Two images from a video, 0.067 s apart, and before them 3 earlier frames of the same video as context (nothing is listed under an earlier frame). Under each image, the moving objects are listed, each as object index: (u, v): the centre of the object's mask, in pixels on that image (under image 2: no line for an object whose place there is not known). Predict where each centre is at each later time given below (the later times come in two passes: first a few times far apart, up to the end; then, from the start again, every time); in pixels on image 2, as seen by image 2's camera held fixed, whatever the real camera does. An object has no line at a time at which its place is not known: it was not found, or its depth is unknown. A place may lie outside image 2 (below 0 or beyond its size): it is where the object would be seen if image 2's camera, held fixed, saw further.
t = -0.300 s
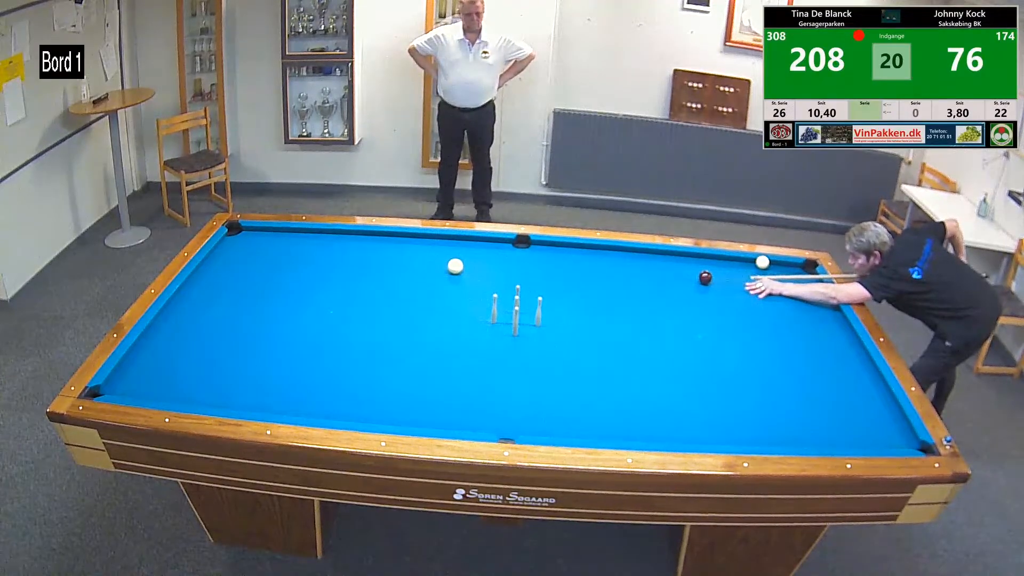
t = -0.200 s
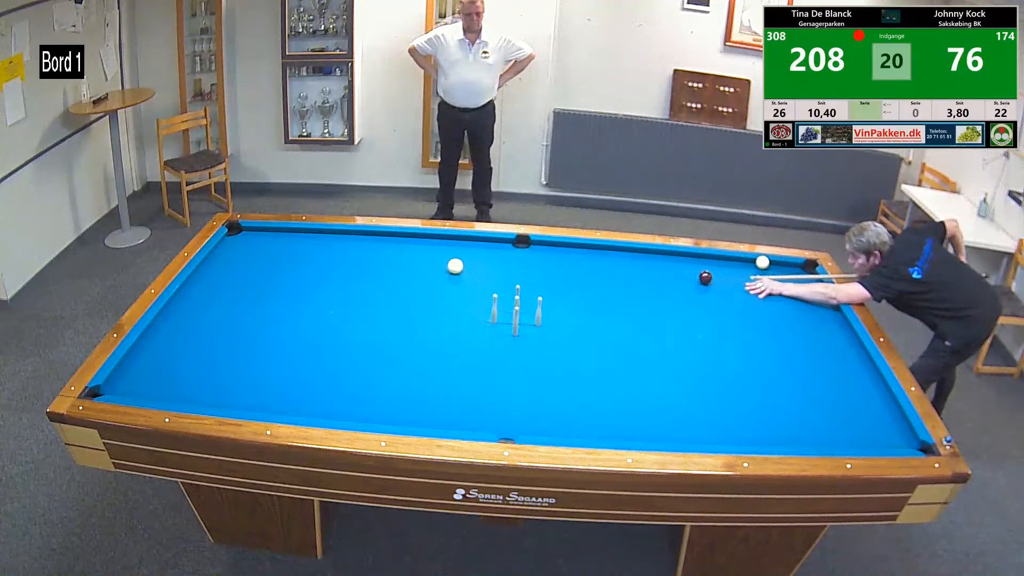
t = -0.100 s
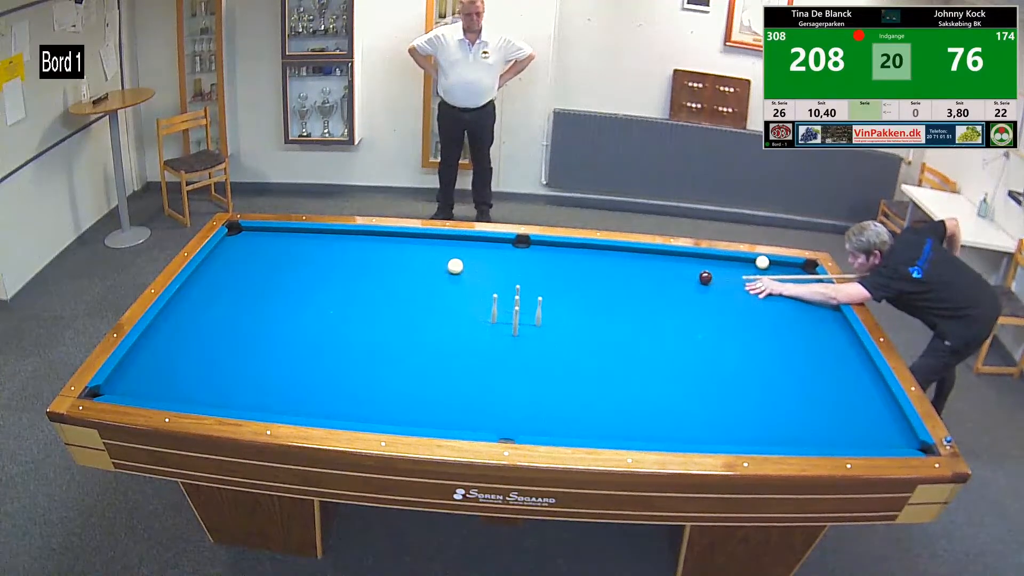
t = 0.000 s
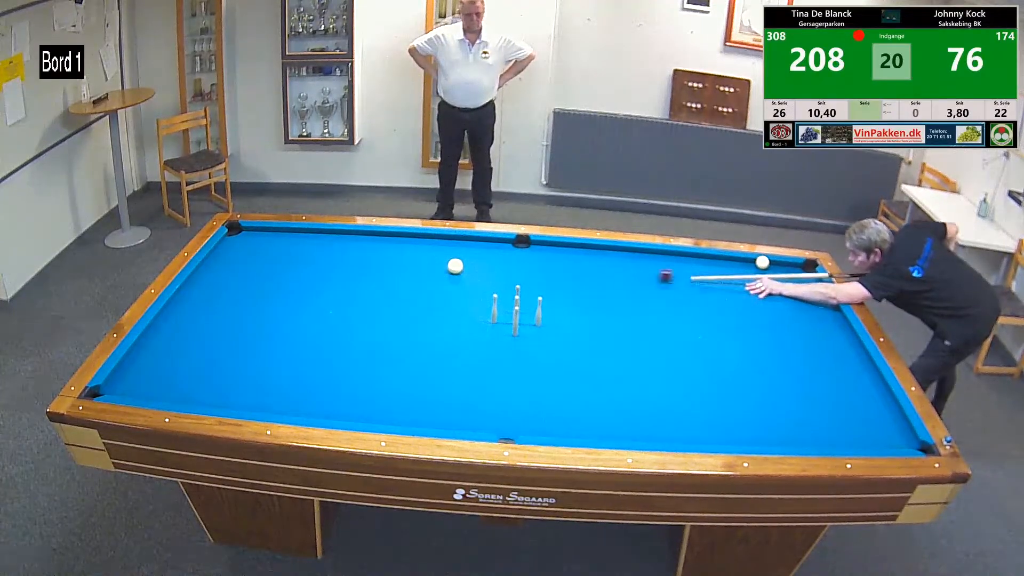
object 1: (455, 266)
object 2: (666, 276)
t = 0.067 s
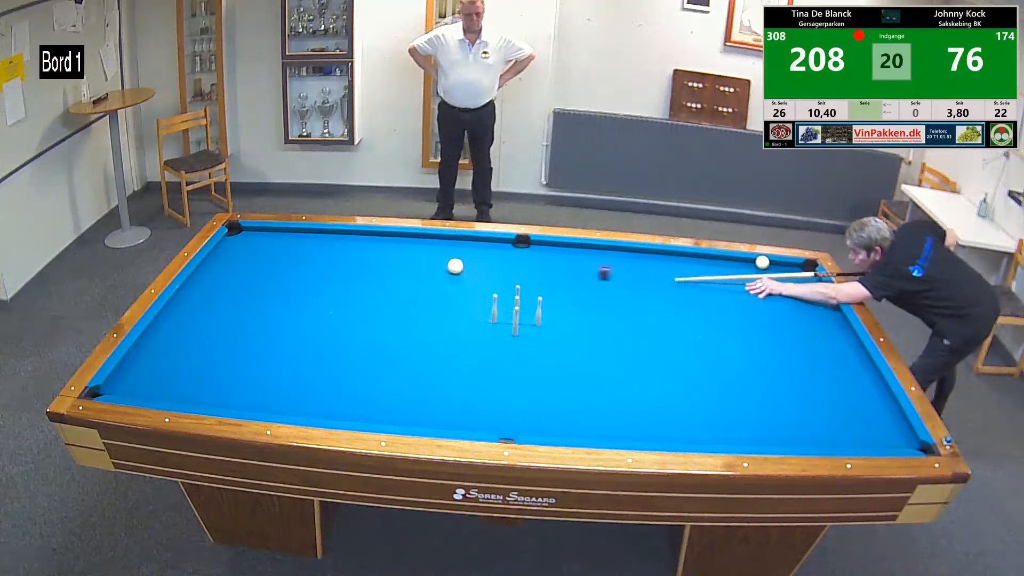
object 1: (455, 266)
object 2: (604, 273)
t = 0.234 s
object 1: (438, 266)
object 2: (469, 267)
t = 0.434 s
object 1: (283, 266)
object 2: (460, 263)
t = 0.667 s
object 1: (240, 272)
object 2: (450, 259)
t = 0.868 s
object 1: (319, 281)
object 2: (442, 255)
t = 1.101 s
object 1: (405, 292)
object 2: (433, 251)
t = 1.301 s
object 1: (484, 301)
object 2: (426, 248)
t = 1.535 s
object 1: (573, 313)
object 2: (419, 245)
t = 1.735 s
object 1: (648, 323)
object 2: (413, 243)
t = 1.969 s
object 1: (731, 334)
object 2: (406, 240)
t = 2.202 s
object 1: (808, 344)
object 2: (400, 238)
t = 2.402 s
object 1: (860, 352)
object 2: (395, 236)
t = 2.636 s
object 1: (817, 350)
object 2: (391, 237)
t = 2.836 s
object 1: (782, 349)
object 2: (387, 238)
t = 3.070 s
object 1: (739, 347)
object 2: (384, 238)
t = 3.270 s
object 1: (702, 346)
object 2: (381, 239)
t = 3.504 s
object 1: (657, 344)
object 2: (379, 239)
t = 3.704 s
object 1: (618, 342)
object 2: (377, 239)
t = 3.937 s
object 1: (573, 340)
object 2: (375, 240)
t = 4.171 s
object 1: (527, 338)
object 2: (374, 240)
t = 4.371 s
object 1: (489, 337)
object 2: (373, 240)
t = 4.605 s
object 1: (445, 335)
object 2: (373, 240)
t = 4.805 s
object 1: (408, 334)
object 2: (373, 240)
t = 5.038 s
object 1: (367, 331)
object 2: (373, 240)
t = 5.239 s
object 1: (333, 330)
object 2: (373, 240)
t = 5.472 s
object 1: (295, 328)
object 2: (373, 240)
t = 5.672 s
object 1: (264, 327)
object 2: (373, 240)
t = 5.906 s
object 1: (230, 325)
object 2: (373, 240)
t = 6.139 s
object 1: (197, 324)
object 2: (373, 240)
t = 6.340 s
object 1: (172, 323)
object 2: (373, 240)
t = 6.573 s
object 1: (165, 323)
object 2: (373, 240)
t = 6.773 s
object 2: (373, 240)
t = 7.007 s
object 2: (374, 238)
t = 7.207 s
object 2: (373, 240)
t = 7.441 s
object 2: (373, 240)
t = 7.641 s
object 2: (373, 240)
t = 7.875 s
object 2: (373, 240)
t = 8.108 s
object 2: (373, 240)
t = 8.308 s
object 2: (373, 240)
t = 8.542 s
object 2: (373, 240)
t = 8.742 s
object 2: (373, 240)
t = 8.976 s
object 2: (373, 240)
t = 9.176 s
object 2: (373, 240)
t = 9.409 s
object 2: (373, 240)
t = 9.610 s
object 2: (373, 240)
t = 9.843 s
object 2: (373, 240)
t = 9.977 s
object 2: (373, 240)
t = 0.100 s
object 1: (455, 266)
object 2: (572, 272)
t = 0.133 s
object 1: (455, 266)
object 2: (543, 270)
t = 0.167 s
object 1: (455, 266)
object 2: (512, 269)
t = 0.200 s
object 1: (455, 266)
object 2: (480, 268)
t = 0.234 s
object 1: (438, 266)
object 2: (469, 267)
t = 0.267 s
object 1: (411, 266)
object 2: (467, 266)
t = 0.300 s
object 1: (383, 266)
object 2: (466, 266)
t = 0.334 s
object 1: (357, 266)
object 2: (464, 265)
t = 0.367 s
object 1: (331, 266)
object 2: (463, 264)
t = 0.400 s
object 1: (306, 266)
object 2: (461, 263)
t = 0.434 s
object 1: (283, 266)
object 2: (460, 263)
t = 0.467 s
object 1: (260, 267)
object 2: (458, 262)
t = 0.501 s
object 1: (239, 267)
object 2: (457, 262)
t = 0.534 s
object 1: (219, 268)
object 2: (455, 261)
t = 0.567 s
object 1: (201, 268)
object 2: (454, 260)
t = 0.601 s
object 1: (213, 269)
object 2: (453, 260)
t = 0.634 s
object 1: (227, 271)
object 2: (451, 259)
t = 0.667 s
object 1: (240, 272)
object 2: (450, 259)
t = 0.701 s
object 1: (254, 274)
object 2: (448, 258)
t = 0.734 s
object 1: (268, 275)
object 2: (447, 257)
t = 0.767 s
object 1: (281, 277)
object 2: (446, 257)
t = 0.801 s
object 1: (294, 278)
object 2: (444, 256)
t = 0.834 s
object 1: (307, 280)
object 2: (443, 256)
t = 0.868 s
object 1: (319, 281)
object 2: (442, 255)
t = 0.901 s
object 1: (331, 283)
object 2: (441, 255)
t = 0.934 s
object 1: (343, 284)
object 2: (439, 254)
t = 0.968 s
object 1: (355, 286)
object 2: (438, 254)
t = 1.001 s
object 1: (367, 287)
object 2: (437, 253)
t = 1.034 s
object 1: (380, 288)
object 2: (436, 252)
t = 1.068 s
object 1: (393, 290)
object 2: (435, 252)
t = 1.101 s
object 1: (405, 292)
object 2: (433, 251)
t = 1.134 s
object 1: (418, 293)
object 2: (432, 251)
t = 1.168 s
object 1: (431, 295)
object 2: (431, 250)
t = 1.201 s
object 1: (444, 297)
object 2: (430, 250)
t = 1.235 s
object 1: (457, 298)
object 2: (429, 249)
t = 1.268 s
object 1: (471, 300)
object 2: (427, 249)
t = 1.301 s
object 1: (484, 301)
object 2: (426, 248)
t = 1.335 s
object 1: (498, 303)
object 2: (425, 248)
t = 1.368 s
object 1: (509, 305)
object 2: (424, 248)
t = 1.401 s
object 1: (524, 306)
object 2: (423, 247)
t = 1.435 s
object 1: (535, 308)
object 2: (422, 247)
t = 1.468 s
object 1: (548, 310)
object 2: (421, 246)
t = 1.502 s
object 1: (560, 311)
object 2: (420, 246)
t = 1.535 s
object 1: (573, 313)
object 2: (419, 245)
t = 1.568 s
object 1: (585, 315)
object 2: (418, 245)
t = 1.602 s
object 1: (598, 316)
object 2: (417, 244)
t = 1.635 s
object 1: (610, 318)
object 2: (416, 244)
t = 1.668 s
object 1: (623, 320)
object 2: (414, 243)
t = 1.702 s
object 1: (635, 321)
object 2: (414, 243)
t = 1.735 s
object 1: (648, 323)
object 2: (413, 243)
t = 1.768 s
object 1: (660, 324)
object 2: (412, 242)
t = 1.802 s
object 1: (672, 326)
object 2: (411, 242)
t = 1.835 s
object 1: (684, 327)
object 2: (410, 241)
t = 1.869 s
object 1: (696, 329)
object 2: (409, 241)
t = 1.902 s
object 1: (707, 331)
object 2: (408, 240)
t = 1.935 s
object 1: (720, 332)
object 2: (407, 240)
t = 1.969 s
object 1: (731, 334)
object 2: (406, 240)
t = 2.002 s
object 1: (742, 336)
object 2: (405, 240)
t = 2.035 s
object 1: (754, 337)
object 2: (404, 239)
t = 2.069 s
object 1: (764, 338)
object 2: (403, 239)
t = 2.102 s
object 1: (776, 340)
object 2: (402, 239)
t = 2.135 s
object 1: (787, 341)
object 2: (402, 238)
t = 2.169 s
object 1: (797, 343)
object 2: (401, 238)
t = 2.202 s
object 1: (808, 344)
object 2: (400, 238)
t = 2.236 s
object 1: (818, 346)
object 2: (399, 237)
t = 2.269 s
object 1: (828, 347)
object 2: (398, 237)
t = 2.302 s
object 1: (838, 349)
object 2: (397, 237)
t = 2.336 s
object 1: (848, 350)
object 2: (397, 236)
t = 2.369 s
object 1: (858, 351)
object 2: (396, 236)
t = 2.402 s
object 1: (860, 352)
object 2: (395, 236)
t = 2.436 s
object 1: (853, 352)
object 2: (395, 236)
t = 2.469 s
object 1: (846, 352)
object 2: (394, 236)
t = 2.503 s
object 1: (839, 351)
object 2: (393, 236)
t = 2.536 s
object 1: (833, 351)
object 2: (393, 237)
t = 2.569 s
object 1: (828, 351)
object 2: (392, 237)
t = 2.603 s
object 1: (822, 350)
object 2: (391, 237)
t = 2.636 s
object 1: (817, 350)
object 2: (391, 237)
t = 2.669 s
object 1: (811, 350)
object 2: (390, 237)
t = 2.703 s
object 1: (805, 350)
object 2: (390, 237)
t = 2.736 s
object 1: (799, 350)
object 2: (389, 237)
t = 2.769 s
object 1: (793, 349)
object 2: (389, 237)
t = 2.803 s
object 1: (787, 349)
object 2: (388, 238)
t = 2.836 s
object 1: (782, 349)
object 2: (387, 238)
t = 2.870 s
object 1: (776, 349)
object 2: (387, 238)
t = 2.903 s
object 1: (769, 348)
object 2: (386, 238)
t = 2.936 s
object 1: (764, 348)
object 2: (386, 238)
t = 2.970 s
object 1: (758, 348)
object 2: (385, 238)
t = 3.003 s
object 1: (751, 348)
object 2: (385, 238)
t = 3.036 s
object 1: (745, 348)
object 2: (384, 238)
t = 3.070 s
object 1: (739, 347)
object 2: (384, 238)
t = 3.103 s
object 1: (733, 347)
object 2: (384, 238)
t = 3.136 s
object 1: (727, 347)
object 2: (383, 238)
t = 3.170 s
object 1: (721, 347)
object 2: (382, 238)
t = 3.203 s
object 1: (714, 346)
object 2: (382, 238)
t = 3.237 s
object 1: (708, 346)
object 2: (382, 238)
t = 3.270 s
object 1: (702, 346)
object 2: (381, 239)
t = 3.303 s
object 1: (695, 346)
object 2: (381, 239)
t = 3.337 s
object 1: (689, 345)
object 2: (381, 239)
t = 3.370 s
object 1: (683, 345)
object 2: (380, 239)
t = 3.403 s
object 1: (676, 345)
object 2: (380, 239)
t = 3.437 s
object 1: (670, 344)
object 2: (379, 239)
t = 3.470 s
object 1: (664, 344)
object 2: (379, 239)
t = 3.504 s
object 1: (657, 344)
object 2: (379, 239)
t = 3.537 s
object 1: (651, 344)
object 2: (379, 239)
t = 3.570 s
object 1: (644, 344)
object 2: (378, 239)
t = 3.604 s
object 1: (638, 343)
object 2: (378, 239)
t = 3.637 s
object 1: (631, 343)
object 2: (378, 239)
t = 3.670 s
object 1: (625, 343)
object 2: (377, 239)
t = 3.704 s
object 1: (618, 342)
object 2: (377, 239)
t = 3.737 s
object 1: (612, 342)
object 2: (377, 239)
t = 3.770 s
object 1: (605, 342)
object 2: (376, 239)
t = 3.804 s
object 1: (599, 342)
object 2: (376, 239)
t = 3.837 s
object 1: (592, 341)
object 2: (376, 239)
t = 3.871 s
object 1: (586, 341)
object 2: (376, 239)
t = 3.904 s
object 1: (579, 341)
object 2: (375, 240)
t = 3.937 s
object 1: (573, 340)
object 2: (375, 240)
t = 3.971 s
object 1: (566, 340)
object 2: (375, 240)
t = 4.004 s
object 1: (560, 340)
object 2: (375, 240)
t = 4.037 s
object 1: (553, 340)
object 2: (375, 240)
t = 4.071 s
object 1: (547, 339)
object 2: (374, 240)
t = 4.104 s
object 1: (540, 339)
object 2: (374, 240)
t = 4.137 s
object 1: (534, 339)
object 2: (374, 240)
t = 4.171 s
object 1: (527, 338)
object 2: (374, 240)
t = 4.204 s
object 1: (521, 338)
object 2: (374, 240)
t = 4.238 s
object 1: (515, 338)
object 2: (374, 240)
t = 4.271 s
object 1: (508, 338)
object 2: (374, 240)
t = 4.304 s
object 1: (502, 337)
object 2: (374, 240)
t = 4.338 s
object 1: (495, 337)
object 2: (373, 240)
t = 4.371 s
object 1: (489, 337)
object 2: (373, 240)
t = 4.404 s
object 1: (483, 337)
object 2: (373, 240)
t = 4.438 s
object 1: (476, 336)
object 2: (373, 240)
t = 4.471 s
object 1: (470, 336)
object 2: (373, 240)
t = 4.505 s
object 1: (464, 336)
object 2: (373, 240)
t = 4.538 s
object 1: (457, 336)
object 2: (373, 240)
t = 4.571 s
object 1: (451, 335)
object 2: (373, 240)
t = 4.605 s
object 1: (445, 335)
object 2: (373, 240)
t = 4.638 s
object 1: (439, 335)
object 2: (373, 240)
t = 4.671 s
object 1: (432, 335)
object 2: (373, 240)
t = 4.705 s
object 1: (426, 334)
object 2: (373, 240)
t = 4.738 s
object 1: (420, 334)
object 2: (373, 240)
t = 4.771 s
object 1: (414, 334)
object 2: (373, 240)
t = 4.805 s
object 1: (408, 334)
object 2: (373, 240)
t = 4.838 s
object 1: (402, 333)
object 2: (373, 240)
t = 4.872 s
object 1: (396, 333)
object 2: (373, 240)
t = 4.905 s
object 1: (390, 333)
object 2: (373, 240)
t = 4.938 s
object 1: (384, 332)
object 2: (373, 240)
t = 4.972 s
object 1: (378, 332)
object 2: (373, 240)
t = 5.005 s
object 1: (373, 332)
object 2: (373, 240)
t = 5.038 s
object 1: (367, 331)
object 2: (373, 240)
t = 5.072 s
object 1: (361, 331)
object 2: (373, 240)
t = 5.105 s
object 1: (355, 331)
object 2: (373, 240)
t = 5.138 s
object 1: (350, 330)
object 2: (373, 240)
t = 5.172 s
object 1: (344, 330)
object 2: (373, 240)
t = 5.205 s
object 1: (339, 330)
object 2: (373, 240)
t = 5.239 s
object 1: (333, 330)
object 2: (373, 240)
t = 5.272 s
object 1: (327, 329)
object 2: (373, 240)
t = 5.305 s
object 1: (322, 329)
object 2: (373, 240)
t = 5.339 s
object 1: (316, 329)
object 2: (373, 240)
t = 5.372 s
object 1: (311, 329)
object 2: (373, 240)
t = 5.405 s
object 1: (306, 328)
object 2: (373, 240)
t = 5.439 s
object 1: (300, 328)
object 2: (373, 240)
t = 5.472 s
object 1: (295, 328)
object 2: (373, 240)
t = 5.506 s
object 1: (290, 328)
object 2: (373, 240)
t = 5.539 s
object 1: (284, 328)
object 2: (373, 240)
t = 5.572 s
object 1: (279, 327)
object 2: (373, 240)
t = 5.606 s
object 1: (274, 327)
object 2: (373, 240)
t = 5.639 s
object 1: (269, 327)
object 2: (373, 240)
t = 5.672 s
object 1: (264, 327)
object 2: (373, 240)
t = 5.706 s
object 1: (259, 326)
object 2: (373, 240)
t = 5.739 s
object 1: (254, 326)
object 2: (373, 240)
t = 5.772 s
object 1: (249, 326)
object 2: (373, 240)
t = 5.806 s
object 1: (244, 326)
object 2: (373, 240)
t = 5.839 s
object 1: (239, 326)
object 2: (373, 240)
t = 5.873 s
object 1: (234, 325)
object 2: (373, 240)
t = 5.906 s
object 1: (230, 325)
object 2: (373, 240)
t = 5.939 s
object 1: (225, 325)
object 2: (373, 240)
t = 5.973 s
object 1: (220, 325)
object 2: (373, 240)
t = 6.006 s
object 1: (216, 325)
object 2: (373, 240)
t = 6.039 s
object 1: (211, 324)
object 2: (373, 240)
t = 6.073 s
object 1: (207, 324)
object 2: (373, 240)
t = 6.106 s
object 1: (202, 324)
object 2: (373, 240)
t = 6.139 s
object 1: (197, 324)
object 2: (373, 240)
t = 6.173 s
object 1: (193, 324)
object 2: (373, 240)
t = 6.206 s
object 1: (189, 323)
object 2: (373, 240)
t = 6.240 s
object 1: (184, 323)
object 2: (373, 240)
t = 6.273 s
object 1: (180, 323)
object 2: (373, 240)
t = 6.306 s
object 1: (176, 323)
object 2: (373, 240)
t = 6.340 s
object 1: (172, 323)
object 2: (373, 240)
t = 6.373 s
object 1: (167, 322)
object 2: (373, 240)
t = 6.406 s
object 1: (163, 322)
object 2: (373, 240)
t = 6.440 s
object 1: (159, 322)
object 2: (373, 240)
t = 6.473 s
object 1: (158, 322)
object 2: (373, 240)
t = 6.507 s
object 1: (160, 322)
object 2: (373, 240)
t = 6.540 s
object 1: (163, 323)
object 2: (373, 240)
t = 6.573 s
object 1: (165, 323)
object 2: (373, 240)
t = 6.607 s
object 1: (168, 323)
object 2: (373, 240)
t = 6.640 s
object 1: (170, 323)
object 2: (373, 240)
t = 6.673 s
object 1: (172, 324)
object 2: (373, 240)
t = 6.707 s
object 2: (373, 240)
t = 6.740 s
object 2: (373, 240)
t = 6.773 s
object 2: (373, 240)
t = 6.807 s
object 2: (373, 240)
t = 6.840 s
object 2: (373, 240)
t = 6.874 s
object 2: (373, 240)
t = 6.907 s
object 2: (373, 240)
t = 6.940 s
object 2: (372, 238)
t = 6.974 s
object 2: (373, 236)
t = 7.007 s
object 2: (374, 238)
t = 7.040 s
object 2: (373, 240)
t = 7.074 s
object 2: (373, 240)
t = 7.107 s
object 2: (373, 240)
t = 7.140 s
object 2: (373, 240)
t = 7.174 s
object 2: (373, 240)
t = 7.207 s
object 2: (373, 240)
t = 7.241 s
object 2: (373, 240)
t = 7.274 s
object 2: (373, 240)
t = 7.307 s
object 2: (373, 240)
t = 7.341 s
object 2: (373, 240)
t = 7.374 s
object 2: (373, 240)
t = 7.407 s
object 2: (373, 240)
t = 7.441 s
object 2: (373, 240)
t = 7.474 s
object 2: (373, 240)
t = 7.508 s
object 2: (373, 240)
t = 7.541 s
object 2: (373, 240)
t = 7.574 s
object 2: (373, 240)
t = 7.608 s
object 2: (373, 240)
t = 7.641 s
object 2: (373, 240)
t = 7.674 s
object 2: (373, 240)
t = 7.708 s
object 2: (373, 240)
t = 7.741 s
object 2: (373, 240)
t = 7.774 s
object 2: (373, 240)
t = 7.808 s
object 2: (373, 240)
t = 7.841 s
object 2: (373, 240)
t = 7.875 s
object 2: (373, 240)
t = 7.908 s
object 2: (373, 240)
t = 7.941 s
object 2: (373, 240)
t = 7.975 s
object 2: (373, 240)
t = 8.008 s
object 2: (373, 240)
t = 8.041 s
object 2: (373, 240)
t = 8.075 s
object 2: (373, 240)
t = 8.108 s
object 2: (373, 240)
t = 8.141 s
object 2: (373, 240)
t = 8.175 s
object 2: (373, 240)
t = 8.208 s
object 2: (373, 240)
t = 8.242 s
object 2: (373, 240)
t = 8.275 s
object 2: (373, 240)
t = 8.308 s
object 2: (373, 240)
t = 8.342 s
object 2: (373, 240)
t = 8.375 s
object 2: (373, 240)
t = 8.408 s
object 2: (373, 240)
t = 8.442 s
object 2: (373, 240)
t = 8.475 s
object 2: (373, 240)
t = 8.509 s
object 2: (373, 240)
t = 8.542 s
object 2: (373, 240)
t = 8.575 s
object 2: (373, 240)
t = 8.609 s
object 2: (373, 240)
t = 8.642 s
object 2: (373, 240)
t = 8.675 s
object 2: (373, 240)
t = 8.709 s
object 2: (373, 240)
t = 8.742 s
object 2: (373, 240)
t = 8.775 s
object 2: (373, 240)
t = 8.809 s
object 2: (373, 240)
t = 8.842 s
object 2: (373, 240)
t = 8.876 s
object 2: (373, 240)
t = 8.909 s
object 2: (373, 240)
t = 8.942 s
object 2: (373, 240)
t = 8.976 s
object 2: (373, 240)
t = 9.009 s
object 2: (373, 240)
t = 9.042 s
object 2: (373, 240)
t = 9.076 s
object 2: (373, 240)
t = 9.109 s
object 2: (373, 240)
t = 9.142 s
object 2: (373, 240)
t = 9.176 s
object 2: (373, 240)
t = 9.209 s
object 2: (373, 240)
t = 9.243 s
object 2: (373, 240)
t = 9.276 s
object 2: (373, 240)
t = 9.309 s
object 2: (373, 240)
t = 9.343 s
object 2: (373, 240)
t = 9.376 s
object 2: (373, 240)
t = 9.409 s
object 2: (373, 240)
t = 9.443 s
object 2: (373, 240)
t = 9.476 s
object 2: (373, 240)
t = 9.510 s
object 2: (373, 240)
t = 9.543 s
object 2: (373, 240)
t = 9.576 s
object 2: (373, 240)
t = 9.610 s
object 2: (373, 240)
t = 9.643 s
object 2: (373, 240)
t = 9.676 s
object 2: (373, 240)
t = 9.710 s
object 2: (373, 240)
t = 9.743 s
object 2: (373, 240)
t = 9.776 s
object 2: (373, 240)
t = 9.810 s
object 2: (373, 240)
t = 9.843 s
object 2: (373, 240)
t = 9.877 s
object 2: (373, 240)
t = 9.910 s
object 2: (373, 240)
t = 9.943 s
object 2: (373, 240)
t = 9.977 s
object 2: (373, 240)
